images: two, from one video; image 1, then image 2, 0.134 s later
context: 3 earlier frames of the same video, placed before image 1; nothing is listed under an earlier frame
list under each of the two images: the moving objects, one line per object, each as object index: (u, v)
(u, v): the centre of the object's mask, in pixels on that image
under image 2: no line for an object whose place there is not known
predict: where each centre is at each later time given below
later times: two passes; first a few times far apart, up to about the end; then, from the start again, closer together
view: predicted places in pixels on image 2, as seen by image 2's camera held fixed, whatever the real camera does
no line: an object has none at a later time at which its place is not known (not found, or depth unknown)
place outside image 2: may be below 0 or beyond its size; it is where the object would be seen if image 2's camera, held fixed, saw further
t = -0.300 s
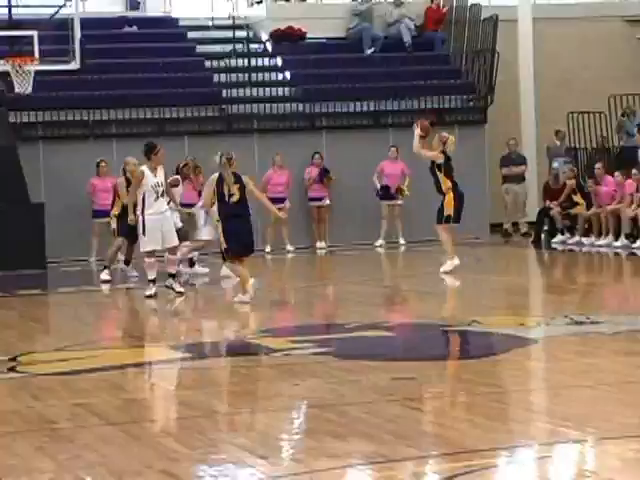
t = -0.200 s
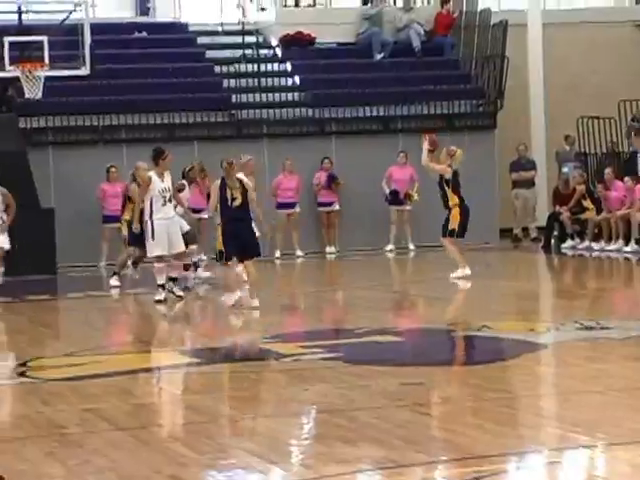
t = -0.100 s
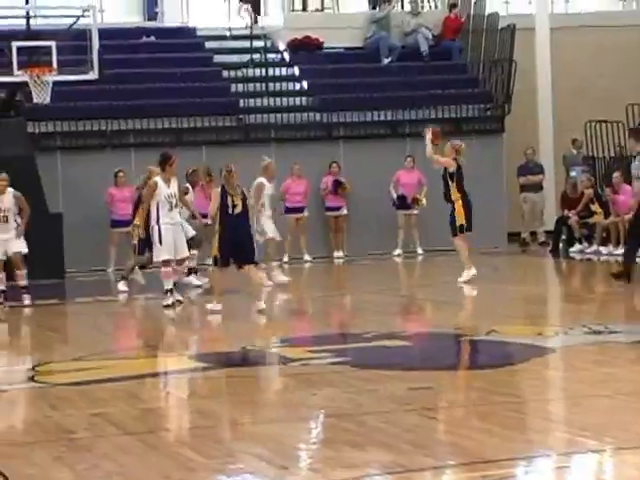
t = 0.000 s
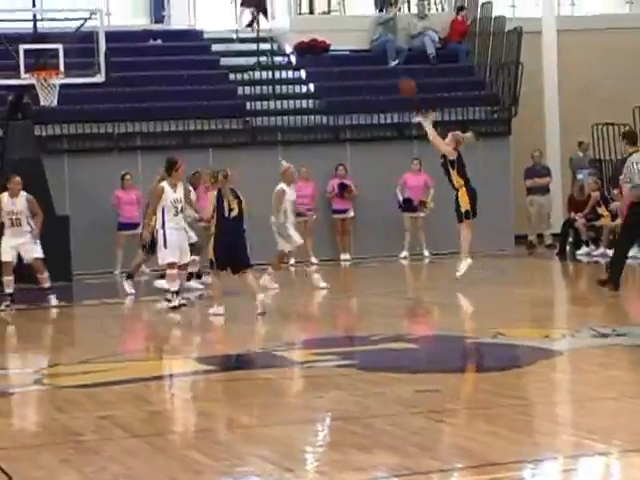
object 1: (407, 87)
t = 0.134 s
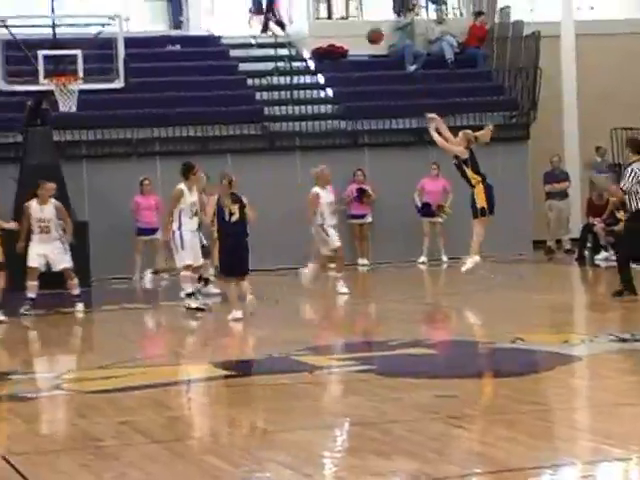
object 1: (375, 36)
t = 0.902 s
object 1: (132, -18)
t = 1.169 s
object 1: (61, 64)
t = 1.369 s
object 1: (80, 53)
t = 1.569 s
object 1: (104, 31)
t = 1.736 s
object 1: (125, 32)
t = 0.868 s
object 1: (142, -23)
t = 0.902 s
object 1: (132, -18)
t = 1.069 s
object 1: (88, 26)
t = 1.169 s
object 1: (61, 64)
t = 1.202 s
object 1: (57, 70)
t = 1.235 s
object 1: (59, 71)
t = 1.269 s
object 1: (60, 71)
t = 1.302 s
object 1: (74, 66)
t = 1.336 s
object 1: (77, 58)
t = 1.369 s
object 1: (80, 53)
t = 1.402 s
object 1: (86, 46)
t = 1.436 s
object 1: (89, 42)
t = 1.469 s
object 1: (92, 38)
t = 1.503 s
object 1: (96, 35)
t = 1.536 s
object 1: (100, 33)
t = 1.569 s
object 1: (104, 31)
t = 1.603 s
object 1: (109, 29)
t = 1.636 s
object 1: (113, 29)
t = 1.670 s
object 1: (116, 29)
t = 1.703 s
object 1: (121, 30)
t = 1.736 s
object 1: (125, 32)
